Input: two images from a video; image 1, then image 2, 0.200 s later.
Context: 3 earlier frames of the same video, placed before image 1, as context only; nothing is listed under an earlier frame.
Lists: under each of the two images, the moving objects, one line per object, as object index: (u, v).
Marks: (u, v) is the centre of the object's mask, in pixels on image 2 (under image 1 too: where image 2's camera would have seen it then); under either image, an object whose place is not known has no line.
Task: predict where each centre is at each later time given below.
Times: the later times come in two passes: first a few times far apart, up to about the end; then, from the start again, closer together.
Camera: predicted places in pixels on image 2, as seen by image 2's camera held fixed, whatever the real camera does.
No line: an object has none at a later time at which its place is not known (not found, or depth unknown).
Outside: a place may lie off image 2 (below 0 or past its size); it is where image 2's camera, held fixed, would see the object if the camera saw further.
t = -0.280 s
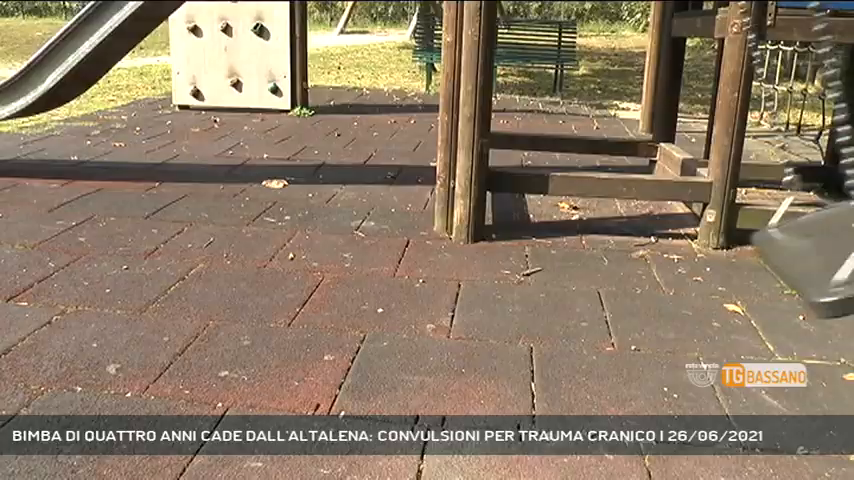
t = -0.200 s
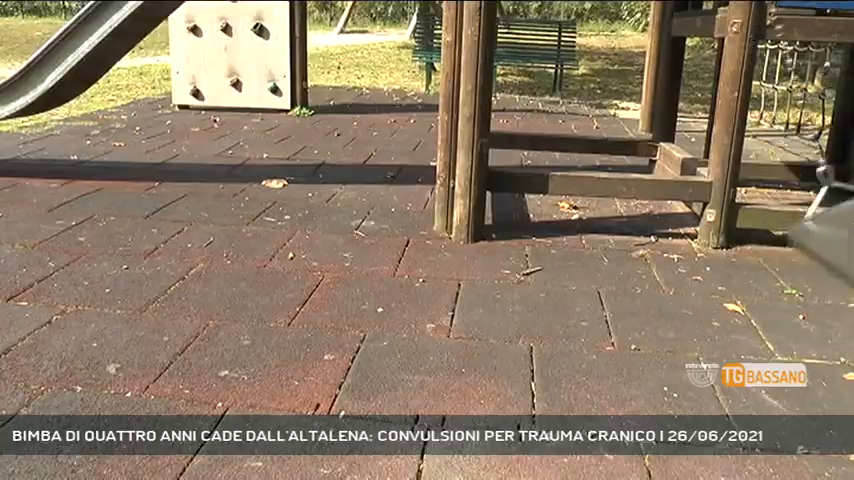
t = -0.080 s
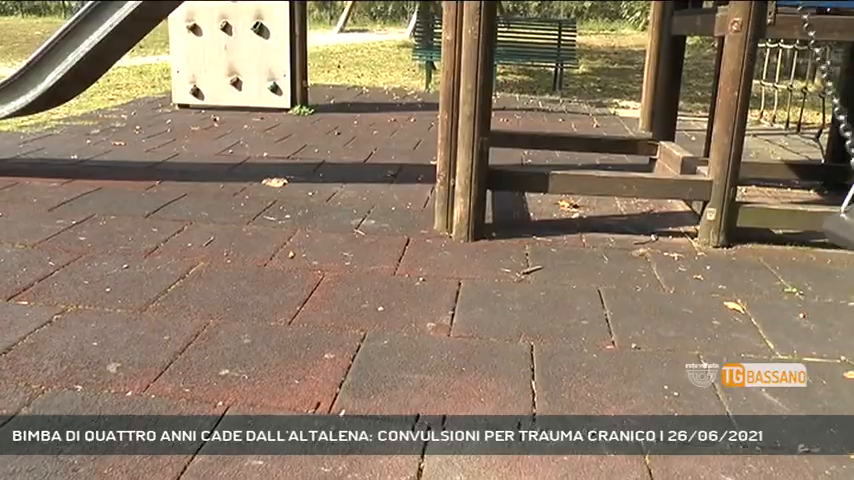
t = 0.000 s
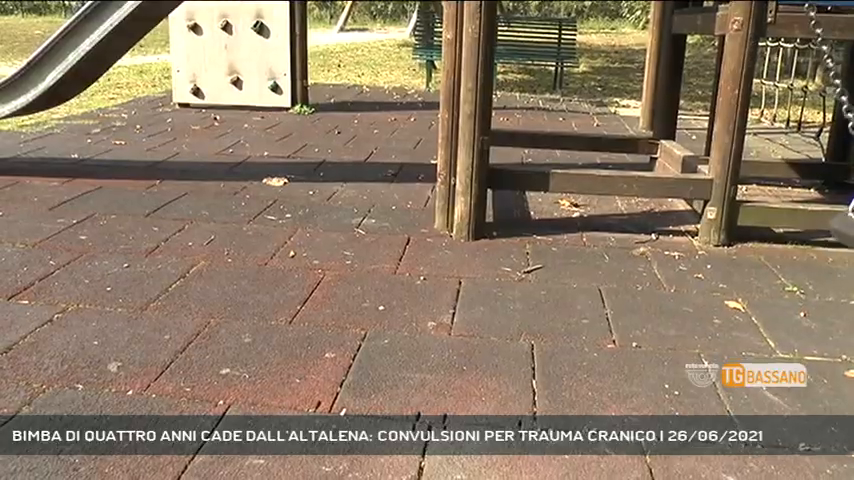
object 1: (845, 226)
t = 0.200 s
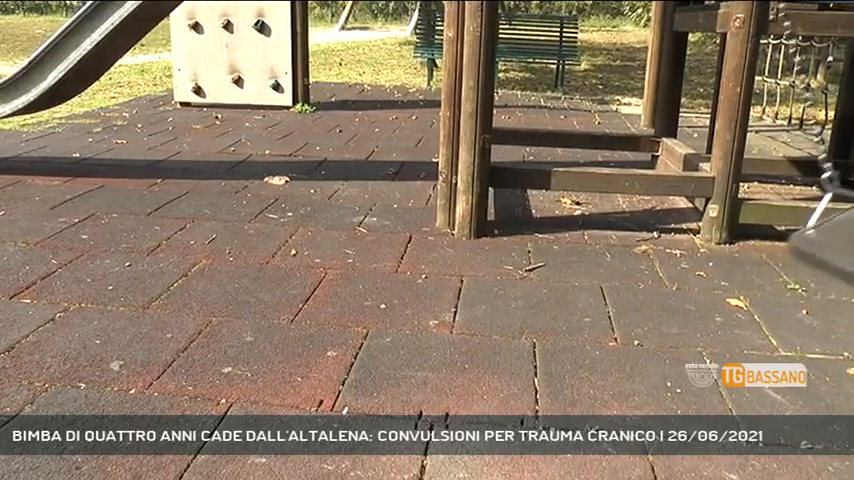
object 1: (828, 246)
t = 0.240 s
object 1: (821, 253)
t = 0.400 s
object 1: (771, 296)
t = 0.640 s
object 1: (533, 328)
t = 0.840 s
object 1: (302, 305)
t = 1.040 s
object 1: (133, 251)
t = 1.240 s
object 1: (61, 204)
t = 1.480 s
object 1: (58, 192)
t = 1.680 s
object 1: (124, 219)
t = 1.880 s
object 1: (275, 266)
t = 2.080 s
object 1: (478, 293)
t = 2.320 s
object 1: (716, 289)
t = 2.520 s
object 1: (805, 251)
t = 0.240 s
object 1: (821, 253)
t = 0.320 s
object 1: (802, 273)
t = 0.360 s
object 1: (792, 288)
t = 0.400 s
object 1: (771, 296)
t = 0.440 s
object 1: (749, 309)
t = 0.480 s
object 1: (710, 311)
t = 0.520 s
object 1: (667, 318)
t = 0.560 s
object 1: (622, 324)
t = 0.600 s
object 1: (581, 331)
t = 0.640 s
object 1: (533, 328)
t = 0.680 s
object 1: (484, 329)
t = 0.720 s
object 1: (438, 324)
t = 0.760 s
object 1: (389, 321)
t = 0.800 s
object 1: (346, 314)
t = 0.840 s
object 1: (302, 305)
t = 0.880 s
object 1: (262, 295)
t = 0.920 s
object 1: (224, 284)
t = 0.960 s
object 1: (192, 273)
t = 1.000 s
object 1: (161, 263)
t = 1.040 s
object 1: (133, 251)
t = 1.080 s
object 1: (107, 239)
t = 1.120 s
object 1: (91, 229)
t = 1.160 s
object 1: (78, 220)
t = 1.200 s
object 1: (69, 211)
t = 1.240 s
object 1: (61, 204)
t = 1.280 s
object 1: (57, 198)
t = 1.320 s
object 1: (55, 194)
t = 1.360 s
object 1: (54, 192)
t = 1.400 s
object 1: (54, 191)
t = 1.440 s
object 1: (55, 191)
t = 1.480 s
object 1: (58, 192)
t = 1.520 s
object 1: (65, 195)
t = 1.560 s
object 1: (74, 199)
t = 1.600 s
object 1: (83, 204)
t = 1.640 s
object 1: (104, 210)
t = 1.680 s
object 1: (124, 219)
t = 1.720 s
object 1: (147, 227)
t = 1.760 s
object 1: (177, 238)
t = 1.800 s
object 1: (209, 247)
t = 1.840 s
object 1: (242, 257)
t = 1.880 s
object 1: (275, 266)
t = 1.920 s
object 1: (313, 277)
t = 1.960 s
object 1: (354, 281)
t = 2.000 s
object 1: (394, 287)
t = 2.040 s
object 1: (435, 291)
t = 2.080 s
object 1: (478, 293)
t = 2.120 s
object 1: (519, 294)
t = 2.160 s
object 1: (561, 300)
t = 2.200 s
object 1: (603, 295)
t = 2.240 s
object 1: (643, 294)
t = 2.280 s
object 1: (680, 292)
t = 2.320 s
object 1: (716, 289)
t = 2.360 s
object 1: (749, 283)
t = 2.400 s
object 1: (770, 277)
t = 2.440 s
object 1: (786, 270)
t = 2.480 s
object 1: (797, 259)
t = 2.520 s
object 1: (805, 251)
